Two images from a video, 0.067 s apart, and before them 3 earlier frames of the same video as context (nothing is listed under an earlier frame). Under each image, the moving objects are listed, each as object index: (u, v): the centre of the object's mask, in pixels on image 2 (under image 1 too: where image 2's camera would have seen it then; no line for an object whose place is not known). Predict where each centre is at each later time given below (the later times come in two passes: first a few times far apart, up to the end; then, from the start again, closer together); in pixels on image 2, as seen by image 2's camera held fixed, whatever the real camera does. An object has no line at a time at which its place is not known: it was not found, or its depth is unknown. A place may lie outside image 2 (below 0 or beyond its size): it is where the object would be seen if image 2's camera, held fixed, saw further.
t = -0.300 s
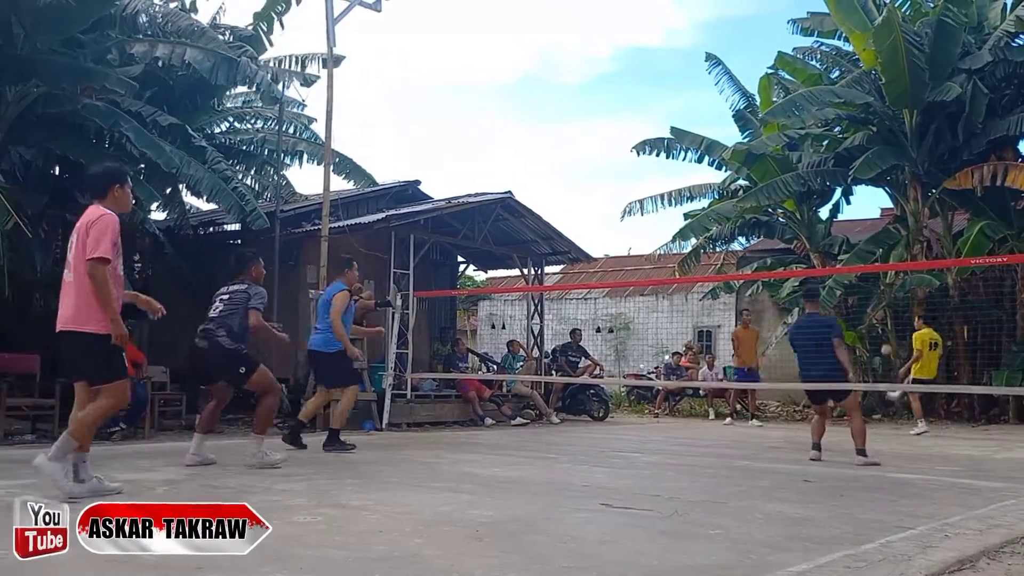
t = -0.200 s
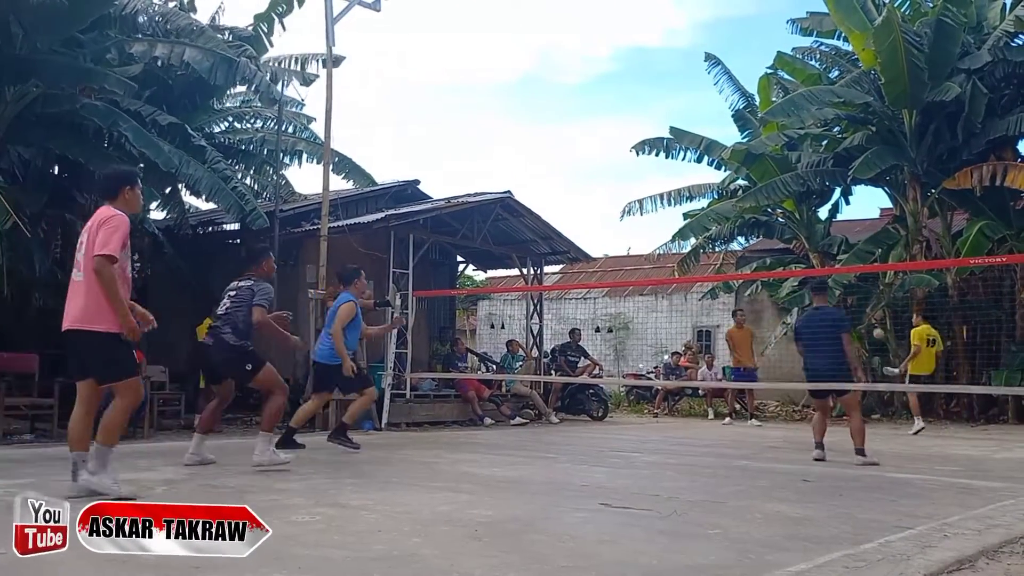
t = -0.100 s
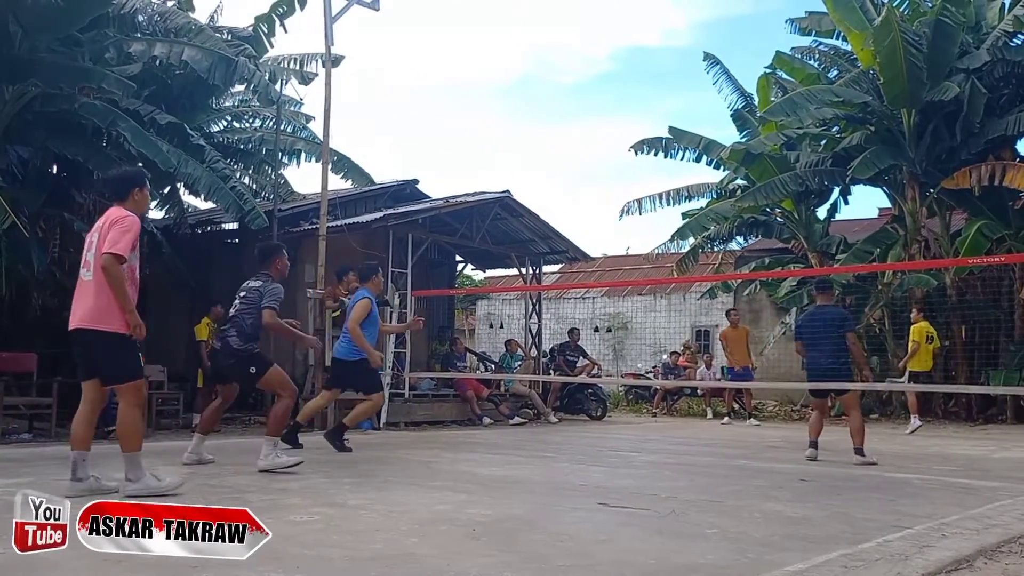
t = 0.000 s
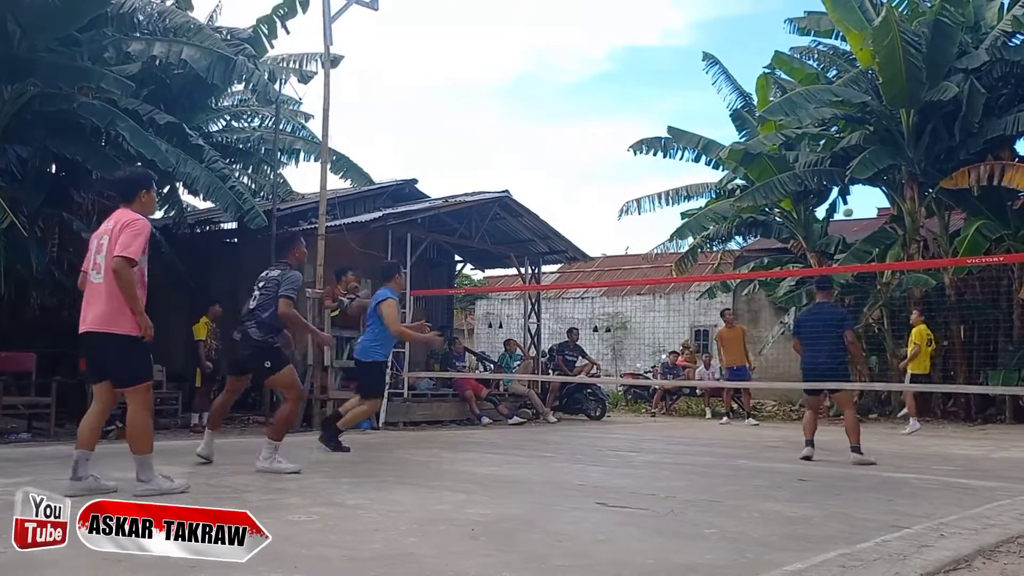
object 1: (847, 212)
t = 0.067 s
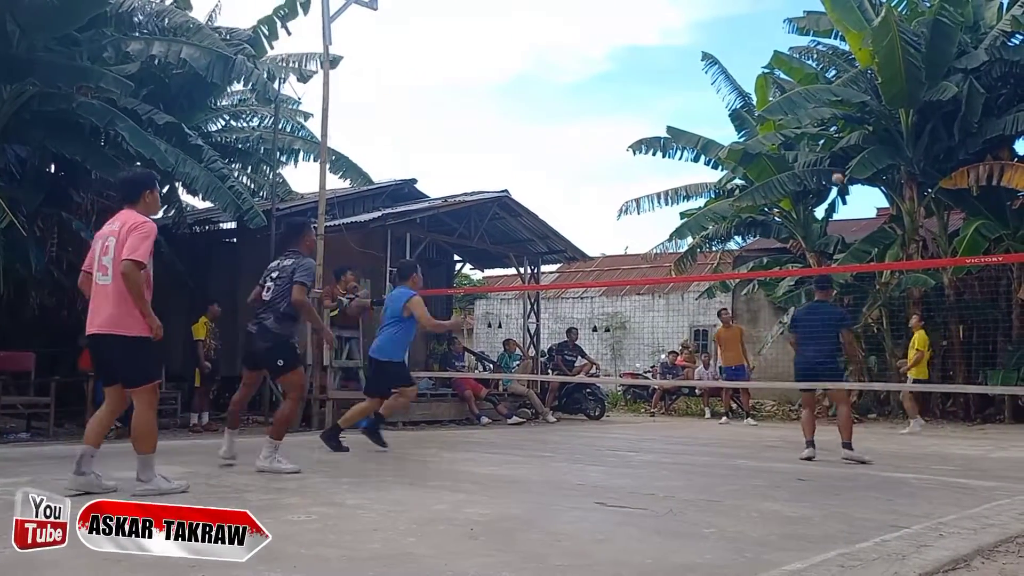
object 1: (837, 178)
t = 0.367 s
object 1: (794, 63)
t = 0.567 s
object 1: (765, 21)
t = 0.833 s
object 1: (723, 11)
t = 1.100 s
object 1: (679, 58)
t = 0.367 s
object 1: (794, 63)
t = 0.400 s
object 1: (789, 54)
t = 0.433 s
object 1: (785, 46)
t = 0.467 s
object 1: (780, 38)
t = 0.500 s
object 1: (775, 32)
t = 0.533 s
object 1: (770, 26)
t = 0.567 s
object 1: (765, 21)
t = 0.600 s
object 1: (760, 17)
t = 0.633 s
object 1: (754, 14)
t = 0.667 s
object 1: (749, 11)
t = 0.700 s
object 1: (744, 10)
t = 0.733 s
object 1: (739, 9)
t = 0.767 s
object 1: (734, 9)
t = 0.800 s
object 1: (728, 10)
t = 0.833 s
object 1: (723, 11)
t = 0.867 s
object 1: (717, 14)
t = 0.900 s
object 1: (712, 17)
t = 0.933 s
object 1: (707, 22)
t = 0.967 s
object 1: (701, 27)
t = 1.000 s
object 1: (696, 33)
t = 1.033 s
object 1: (690, 41)
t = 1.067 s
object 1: (685, 49)
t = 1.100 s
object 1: (679, 58)
